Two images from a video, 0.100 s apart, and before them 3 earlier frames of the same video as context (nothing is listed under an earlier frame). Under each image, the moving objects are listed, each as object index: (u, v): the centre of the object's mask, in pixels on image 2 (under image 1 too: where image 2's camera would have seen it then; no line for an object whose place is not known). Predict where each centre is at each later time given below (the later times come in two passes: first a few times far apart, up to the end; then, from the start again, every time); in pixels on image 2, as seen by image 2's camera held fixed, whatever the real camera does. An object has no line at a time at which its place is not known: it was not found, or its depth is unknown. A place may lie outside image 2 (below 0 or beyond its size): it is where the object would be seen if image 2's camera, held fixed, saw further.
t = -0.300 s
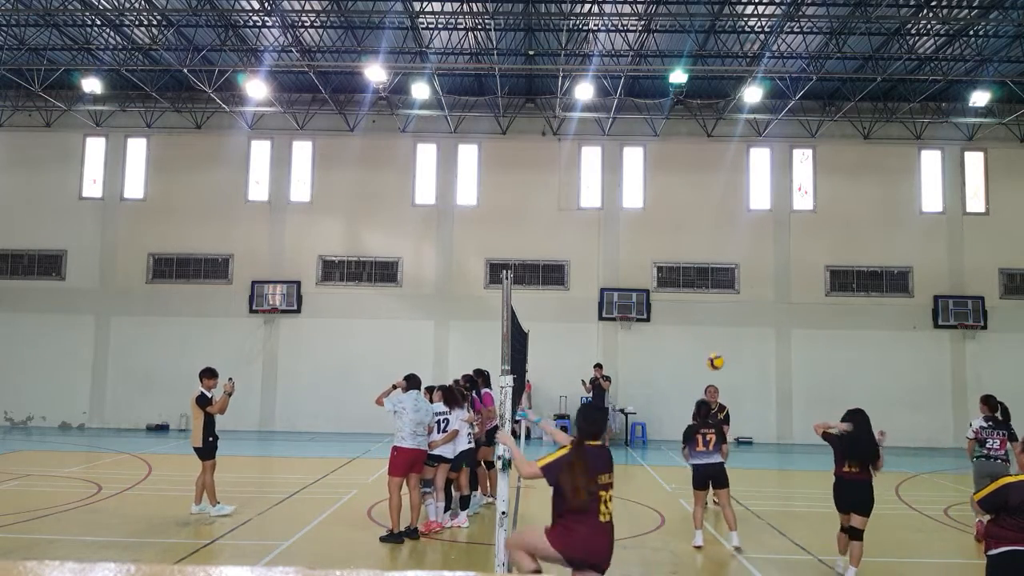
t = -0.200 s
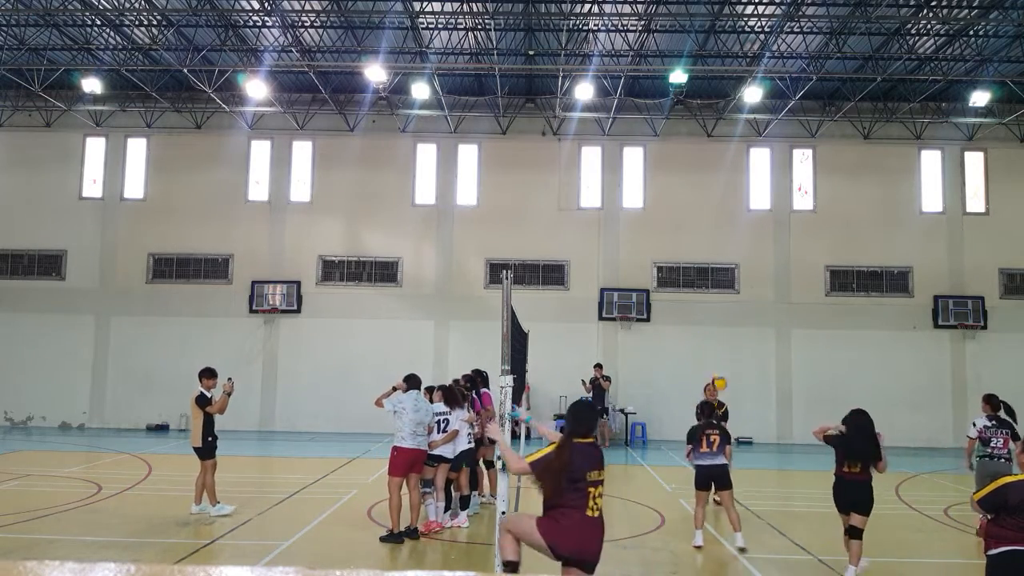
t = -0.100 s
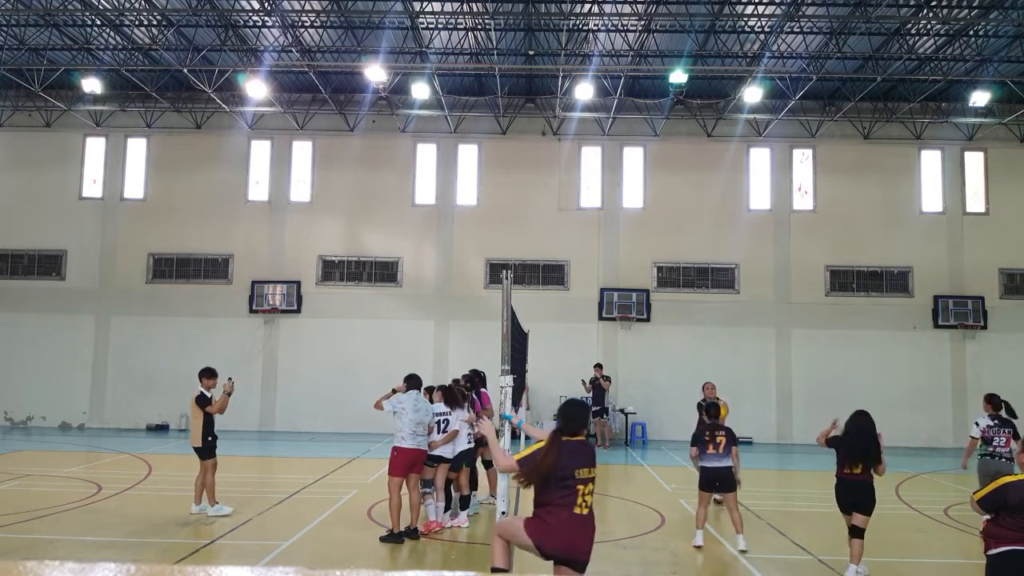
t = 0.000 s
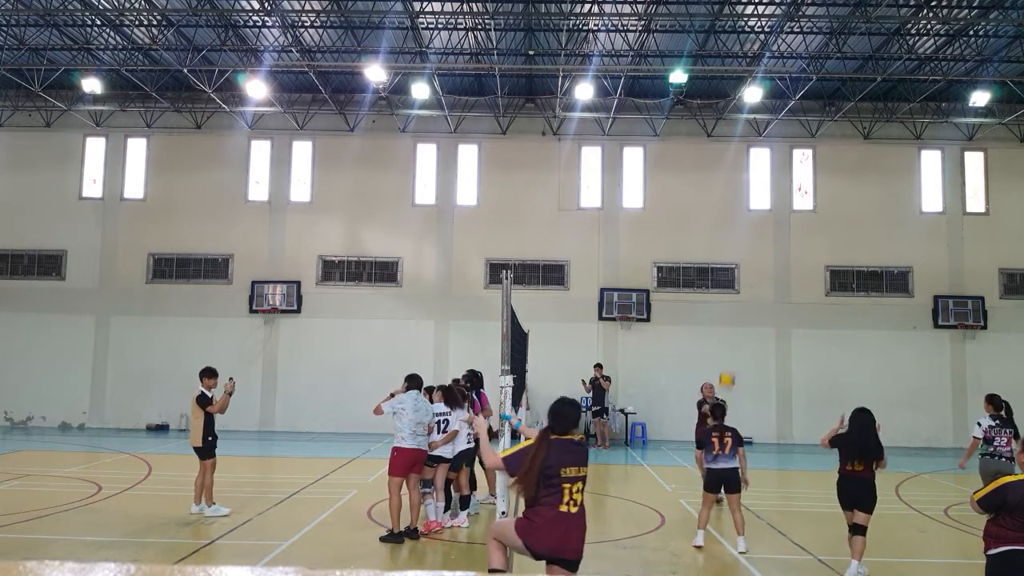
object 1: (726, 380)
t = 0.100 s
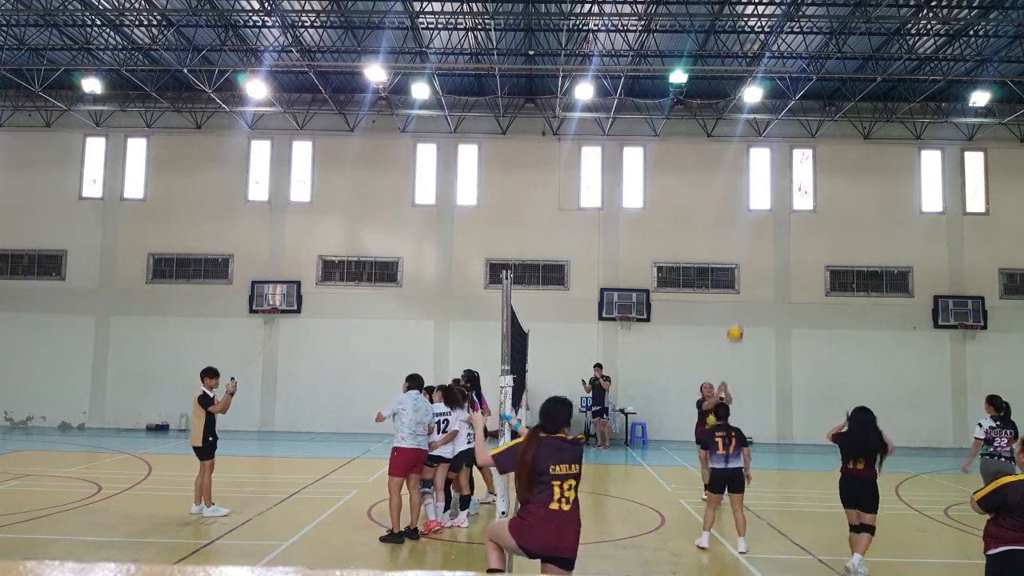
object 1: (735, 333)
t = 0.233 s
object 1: (747, 284)
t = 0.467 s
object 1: (767, 232)
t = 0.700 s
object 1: (788, 221)
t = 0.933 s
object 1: (810, 254)
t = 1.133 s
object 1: (830, 319)
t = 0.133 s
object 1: (738, 320)
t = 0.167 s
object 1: (740, 306)
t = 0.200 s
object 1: (743, 295)
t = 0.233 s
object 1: (747, 284)
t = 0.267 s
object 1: (749, 274)
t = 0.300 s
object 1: (752, 265)
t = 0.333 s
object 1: (755, 256)
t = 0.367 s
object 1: (758, 249)
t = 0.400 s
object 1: (761, 243)
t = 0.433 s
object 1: (764, 237)
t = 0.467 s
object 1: (767, 232)
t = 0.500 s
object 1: (770, 228)
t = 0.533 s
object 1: (773, 225)
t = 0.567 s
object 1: (776, 222)
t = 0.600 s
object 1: (779, 220)
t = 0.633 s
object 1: (782, 220)
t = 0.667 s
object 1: (785, 220)
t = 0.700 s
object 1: (788, 221)
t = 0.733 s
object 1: (791, 223)
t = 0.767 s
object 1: (794, 226)
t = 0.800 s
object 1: (798, 230)
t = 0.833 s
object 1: (801, 235)
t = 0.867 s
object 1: (804, 240)
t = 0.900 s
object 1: (807, 247)
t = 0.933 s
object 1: (810, 254)
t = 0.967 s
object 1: (813, 263)
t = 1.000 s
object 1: (817, 272)
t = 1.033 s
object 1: (821, 283)
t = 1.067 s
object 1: (823, 295)
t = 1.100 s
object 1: (826, 306)
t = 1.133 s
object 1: (830, 319)
